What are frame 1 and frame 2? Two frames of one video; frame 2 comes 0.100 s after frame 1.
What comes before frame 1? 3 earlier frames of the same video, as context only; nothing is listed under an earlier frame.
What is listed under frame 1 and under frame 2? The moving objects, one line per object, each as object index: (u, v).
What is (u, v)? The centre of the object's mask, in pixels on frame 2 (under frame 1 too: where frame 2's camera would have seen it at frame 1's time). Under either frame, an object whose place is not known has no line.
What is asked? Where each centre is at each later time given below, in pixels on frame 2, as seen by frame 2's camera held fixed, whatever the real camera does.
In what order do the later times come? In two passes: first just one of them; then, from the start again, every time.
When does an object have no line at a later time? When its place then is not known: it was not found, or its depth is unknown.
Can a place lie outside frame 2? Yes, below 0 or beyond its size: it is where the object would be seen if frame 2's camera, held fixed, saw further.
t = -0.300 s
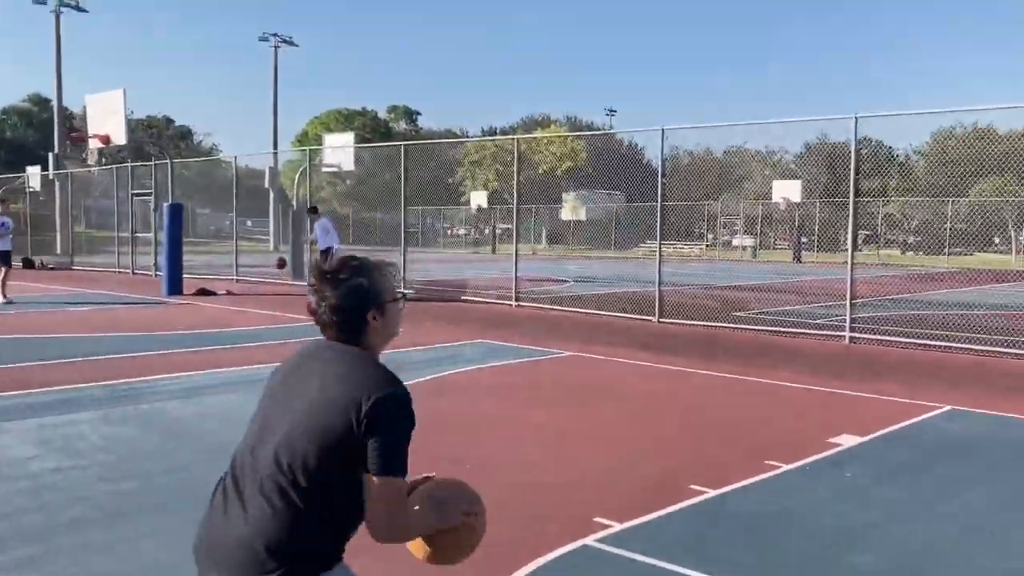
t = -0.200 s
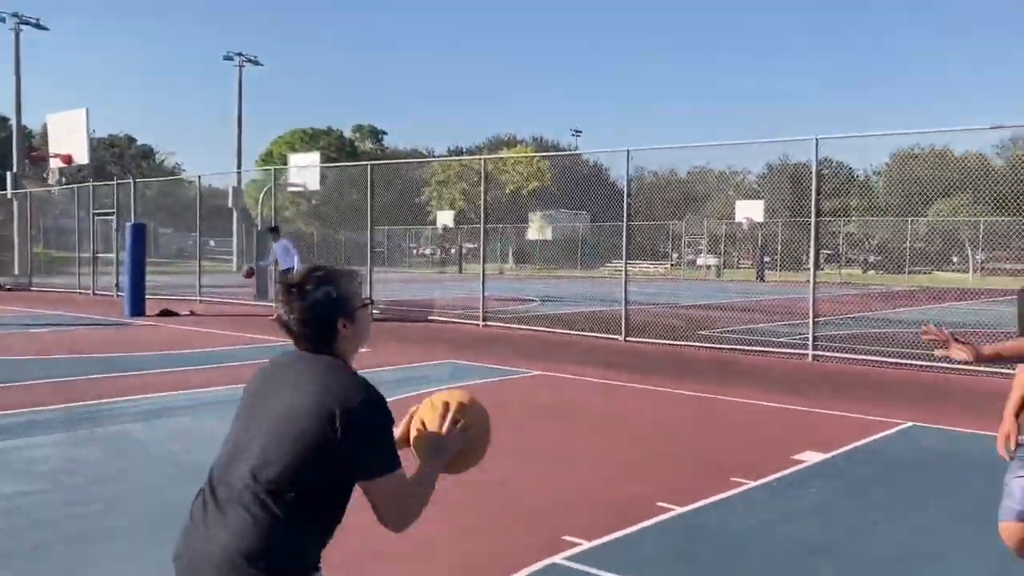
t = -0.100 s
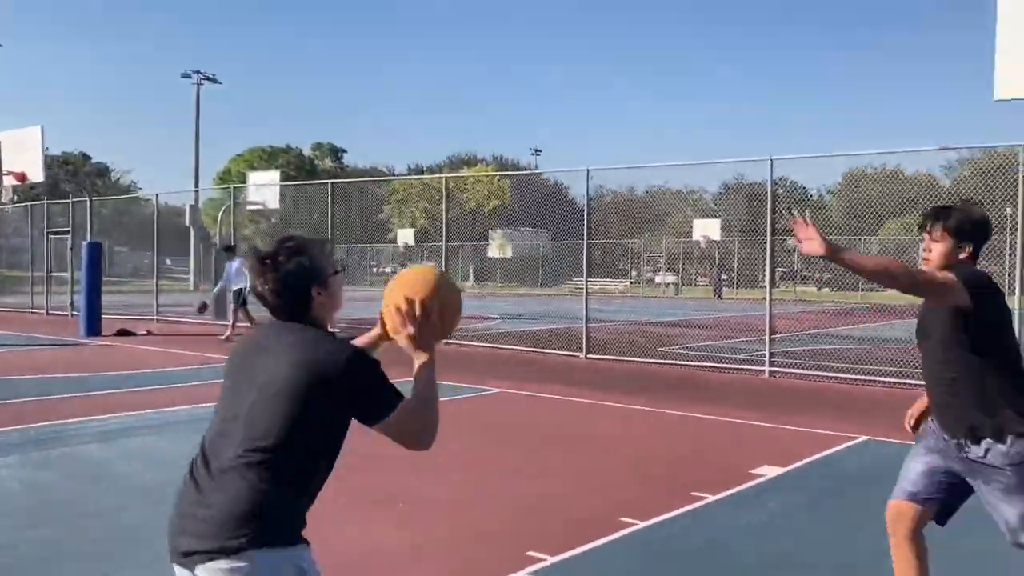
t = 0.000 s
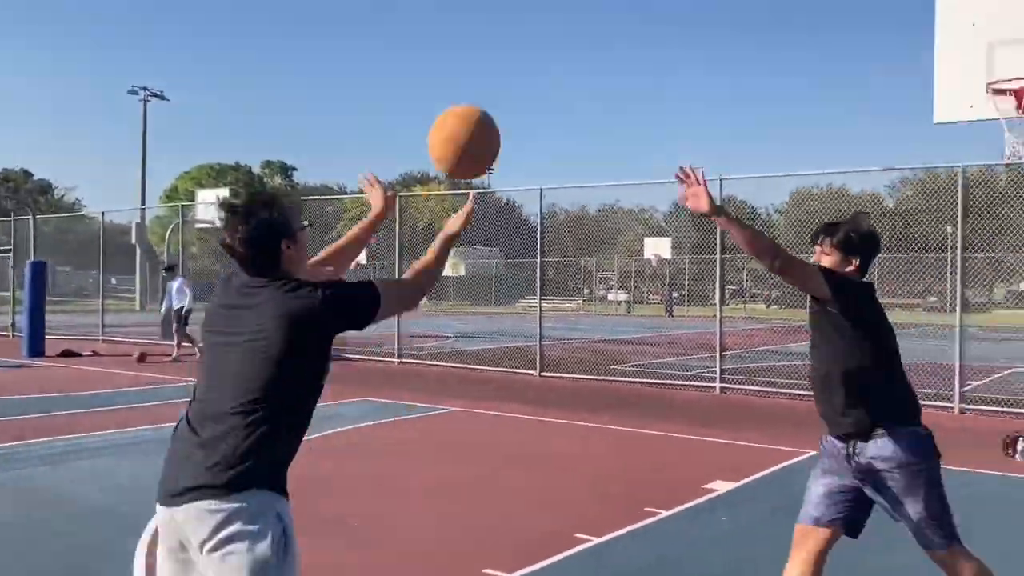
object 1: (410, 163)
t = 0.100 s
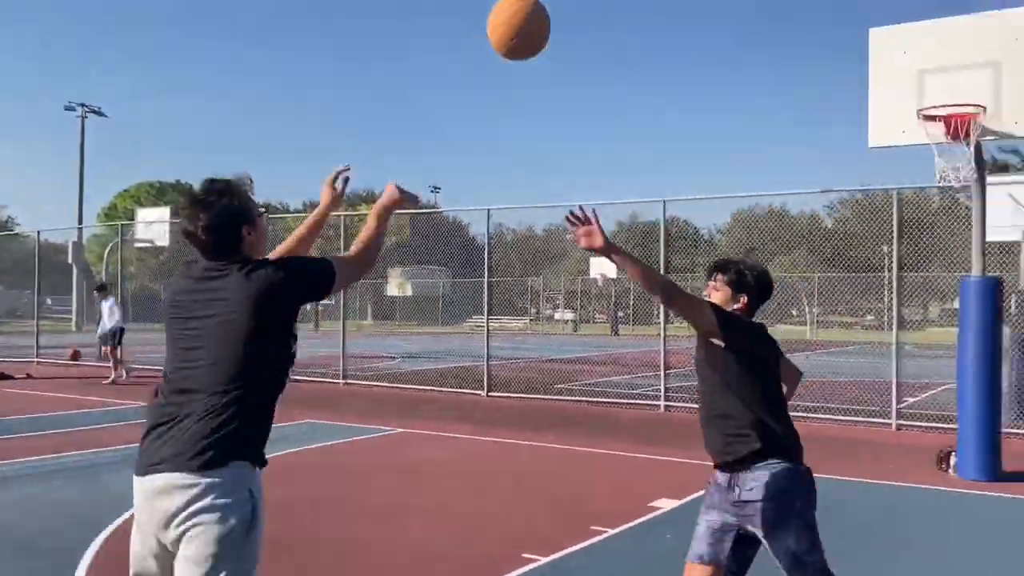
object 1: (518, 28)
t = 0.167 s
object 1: (574, -11)
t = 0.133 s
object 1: (548, 6)
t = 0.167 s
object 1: (574, -11)
